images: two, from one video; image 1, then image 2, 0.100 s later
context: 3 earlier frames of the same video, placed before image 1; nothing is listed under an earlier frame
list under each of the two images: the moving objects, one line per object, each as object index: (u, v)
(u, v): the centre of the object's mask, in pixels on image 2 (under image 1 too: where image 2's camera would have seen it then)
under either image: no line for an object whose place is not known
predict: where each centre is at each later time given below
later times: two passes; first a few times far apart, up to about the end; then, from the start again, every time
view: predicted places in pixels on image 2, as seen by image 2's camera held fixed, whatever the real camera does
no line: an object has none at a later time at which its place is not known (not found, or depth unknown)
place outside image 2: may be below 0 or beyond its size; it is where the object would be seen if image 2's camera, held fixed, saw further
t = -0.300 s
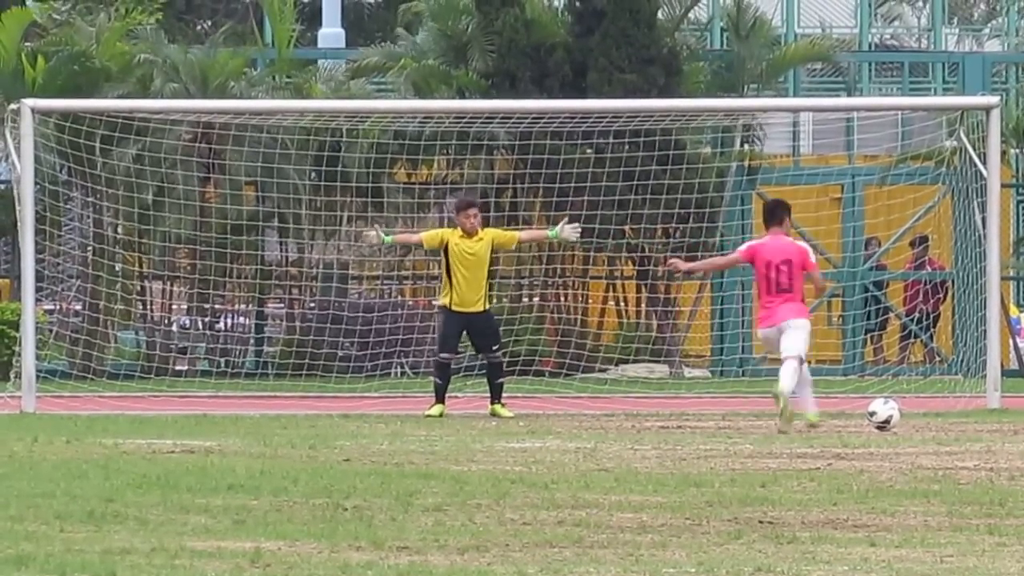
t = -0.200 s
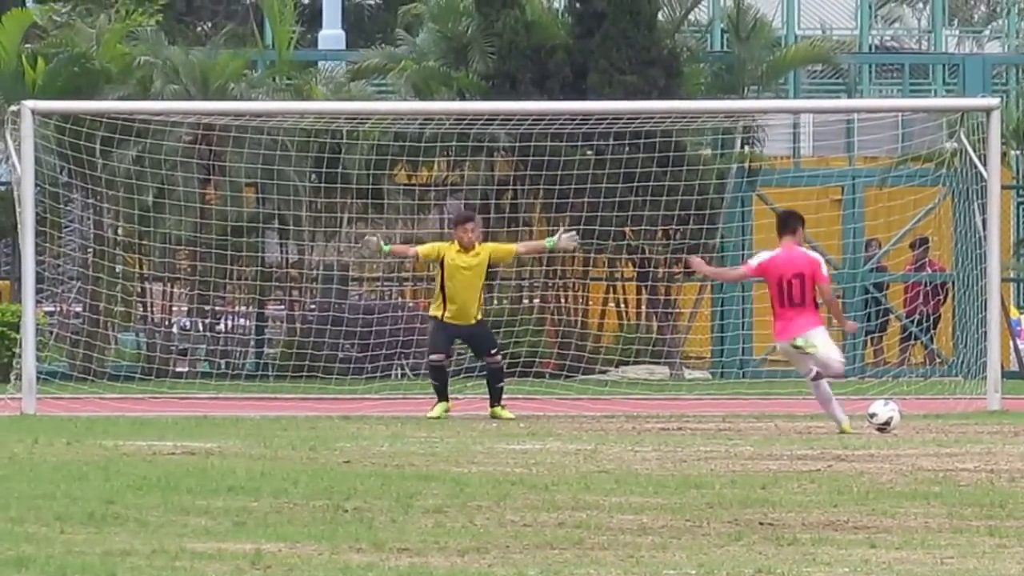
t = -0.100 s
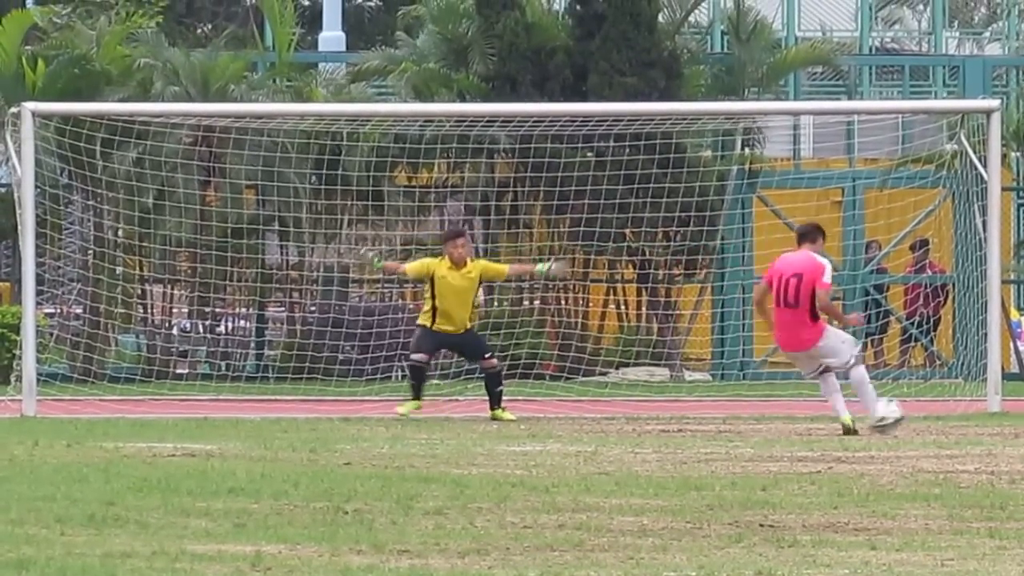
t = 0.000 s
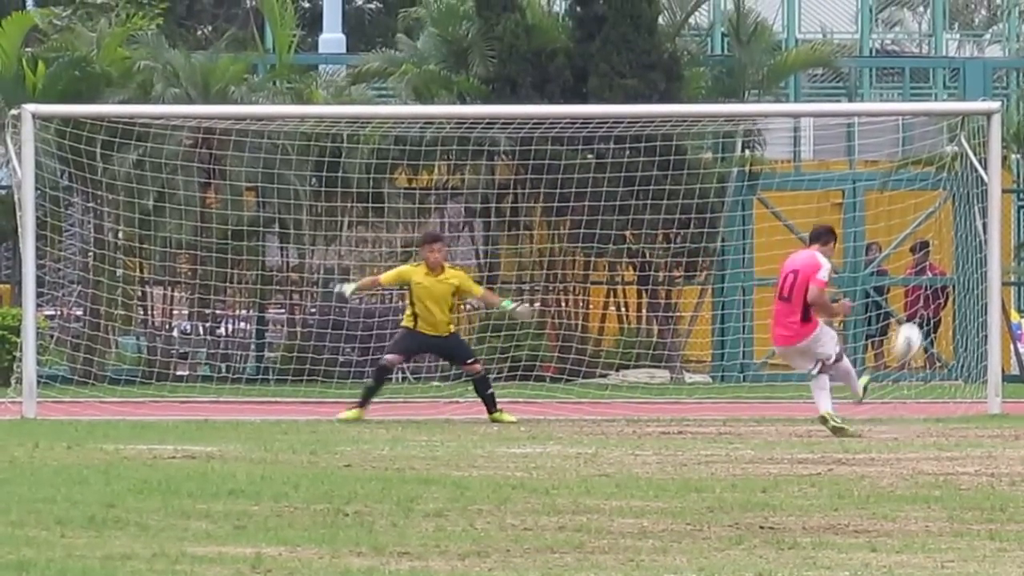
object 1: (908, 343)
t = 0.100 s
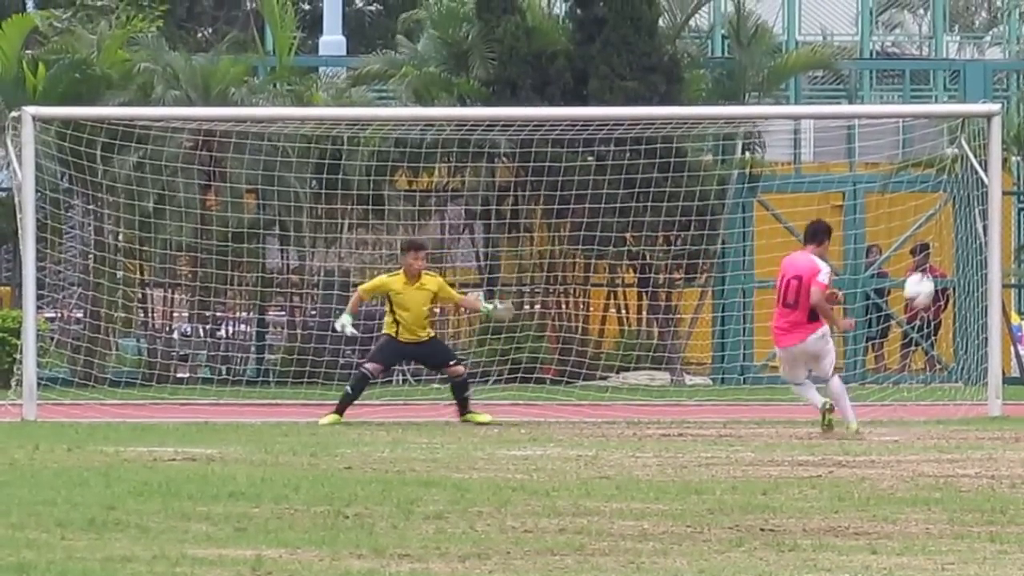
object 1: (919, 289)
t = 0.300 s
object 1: (912, 237)
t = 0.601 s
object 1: (877, 227)
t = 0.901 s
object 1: (782, 412)
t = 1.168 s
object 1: (747, 342)
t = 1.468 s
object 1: (731, 358)
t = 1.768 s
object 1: (711, 398)
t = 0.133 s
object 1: (920, 276)
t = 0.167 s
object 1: (921, 264)
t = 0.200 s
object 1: (921, 254)
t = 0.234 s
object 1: (919, 247)
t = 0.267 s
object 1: (917, 241)
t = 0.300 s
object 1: (912, 237)
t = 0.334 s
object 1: (908, 236)
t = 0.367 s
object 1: (903, 235)
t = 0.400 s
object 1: (898, 236)
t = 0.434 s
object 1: (896, 222)
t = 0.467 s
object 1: (896, 209)
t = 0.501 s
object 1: (894, 203)
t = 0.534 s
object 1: (891, 205)
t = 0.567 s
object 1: (885, 214)
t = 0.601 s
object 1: (877, 227)
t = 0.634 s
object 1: (868, 245)
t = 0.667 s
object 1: (858, 260)
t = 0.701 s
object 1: (847, 278)
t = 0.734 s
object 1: (837, 297)
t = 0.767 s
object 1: (829, 319)
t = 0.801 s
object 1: (815, 341)
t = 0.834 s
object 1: (805, 365)
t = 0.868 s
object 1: (793, 389)
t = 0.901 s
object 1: (782, 412)
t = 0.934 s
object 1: (775, 409)
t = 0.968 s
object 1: (769, 397)
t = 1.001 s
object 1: (766, 384)
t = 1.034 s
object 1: (762, 371)
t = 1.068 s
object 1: (759, 361)
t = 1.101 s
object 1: (755, 353)
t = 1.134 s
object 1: (751, 346)
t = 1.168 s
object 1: (747, 342)
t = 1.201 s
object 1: (745, 338)
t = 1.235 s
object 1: (742, 336)
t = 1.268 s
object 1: (740, 334)
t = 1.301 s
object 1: (738, 335)
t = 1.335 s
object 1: (737, 337)
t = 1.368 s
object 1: (735, 340)
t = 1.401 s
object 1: (734, 346)
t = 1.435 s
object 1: (732, 351)
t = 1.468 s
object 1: (731, 358)
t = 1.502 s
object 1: (729, 367)
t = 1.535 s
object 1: (727, 376)
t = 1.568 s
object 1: (725, 388)
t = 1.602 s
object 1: (724, 402)
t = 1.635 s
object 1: (722, 411)
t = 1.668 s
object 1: (718, 412)
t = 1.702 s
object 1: (716, 408)
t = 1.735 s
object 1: (714, 403)
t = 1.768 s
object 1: (711, 398)
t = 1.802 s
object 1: (708, 393)
